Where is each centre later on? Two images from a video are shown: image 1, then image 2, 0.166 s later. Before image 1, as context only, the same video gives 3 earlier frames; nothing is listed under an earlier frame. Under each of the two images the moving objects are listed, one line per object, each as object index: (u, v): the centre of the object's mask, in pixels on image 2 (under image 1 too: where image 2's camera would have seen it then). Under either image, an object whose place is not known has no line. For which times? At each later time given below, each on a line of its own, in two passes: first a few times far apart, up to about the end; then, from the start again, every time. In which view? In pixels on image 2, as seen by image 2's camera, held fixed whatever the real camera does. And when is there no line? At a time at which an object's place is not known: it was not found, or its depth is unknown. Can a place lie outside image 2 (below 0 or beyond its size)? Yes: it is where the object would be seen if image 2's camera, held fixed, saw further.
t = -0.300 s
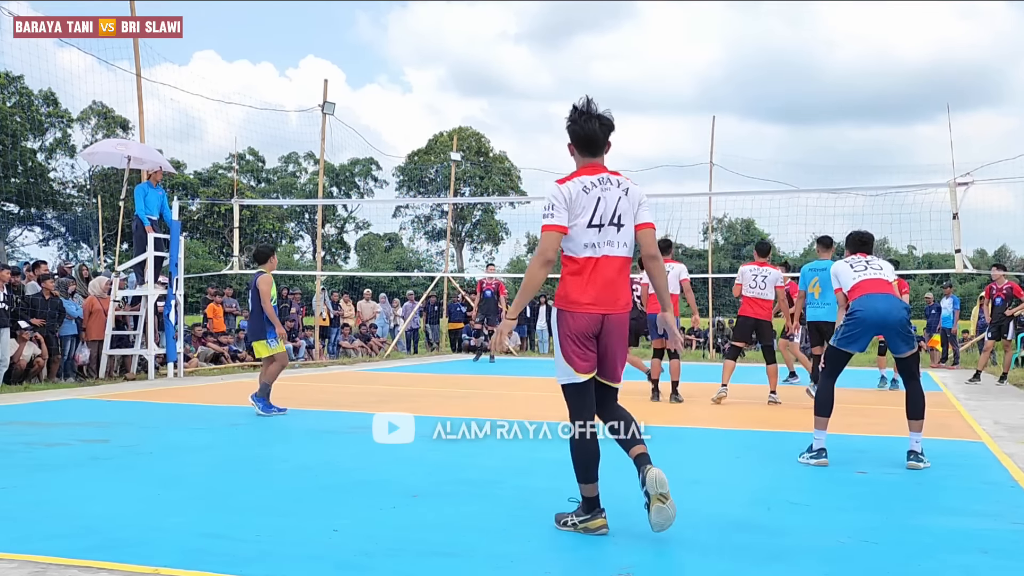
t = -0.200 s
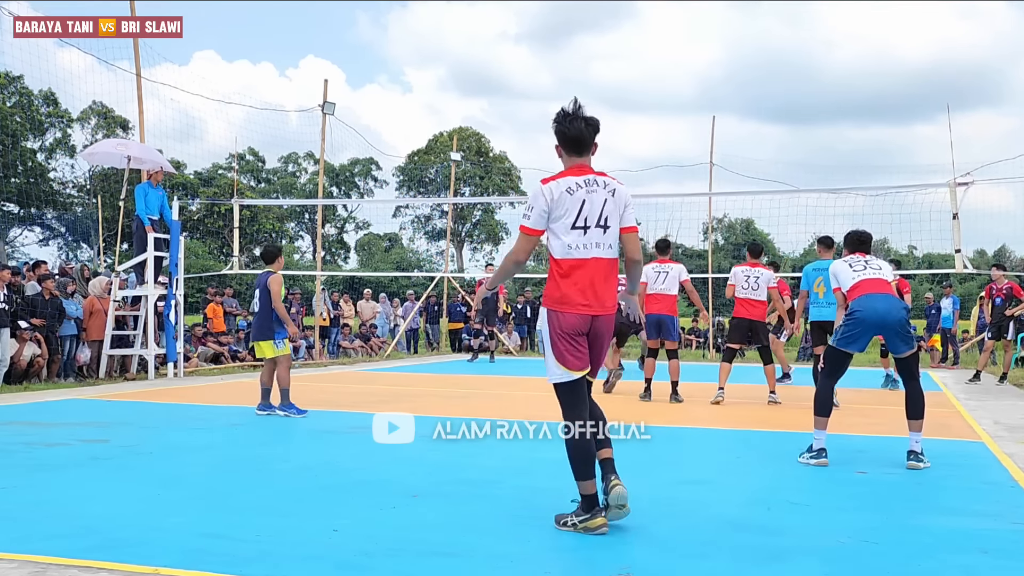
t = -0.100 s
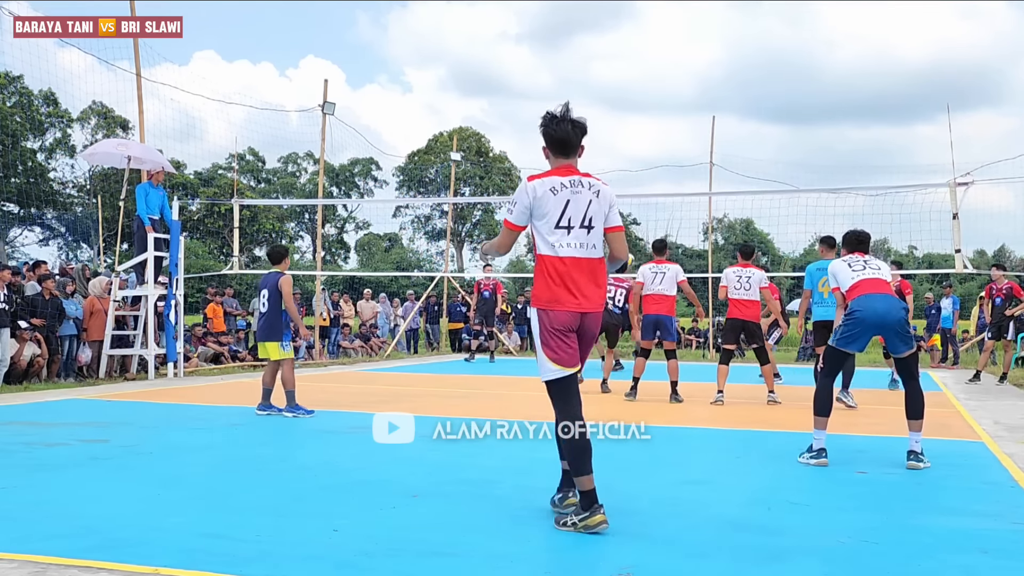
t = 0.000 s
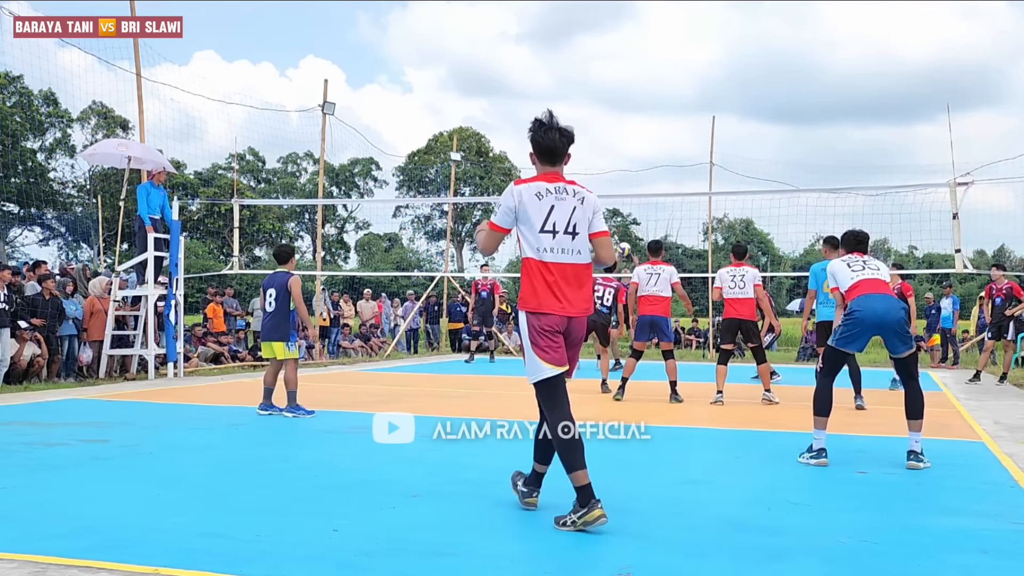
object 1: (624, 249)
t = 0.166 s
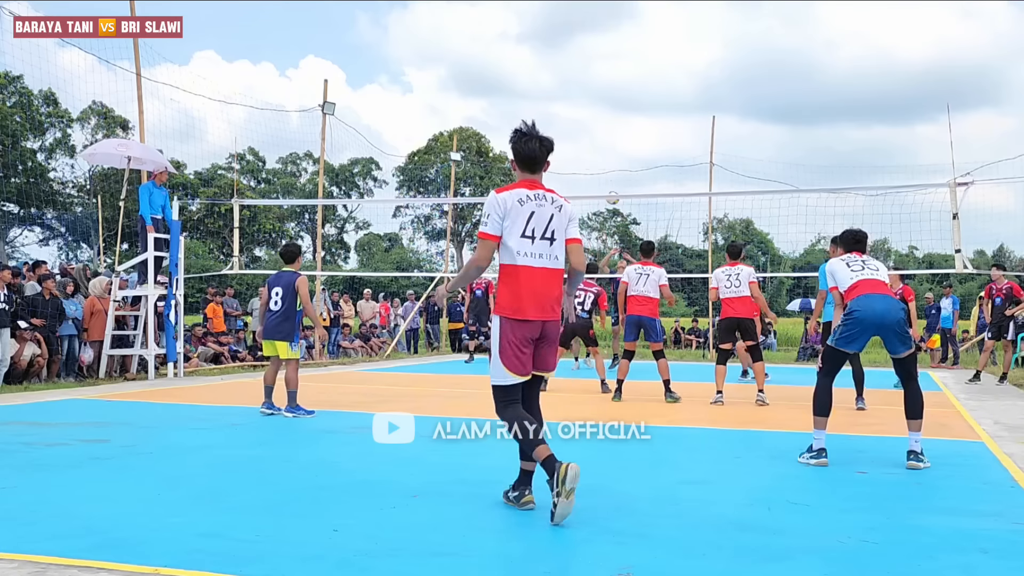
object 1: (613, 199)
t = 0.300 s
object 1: (603, 167)
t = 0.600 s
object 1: (581, 138)
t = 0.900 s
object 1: (560, 171)
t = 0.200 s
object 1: (610, 189)
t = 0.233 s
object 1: (608, 182)
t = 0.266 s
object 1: (606, 174)
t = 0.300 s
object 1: (603, 167)
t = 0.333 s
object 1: (601, 161)
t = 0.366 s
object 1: (599, 156)
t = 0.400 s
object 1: (597, 152)
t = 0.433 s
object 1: (594, 148)
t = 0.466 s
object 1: (592, 144)
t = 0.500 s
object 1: (589, 142)
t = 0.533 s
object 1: (586, 140)
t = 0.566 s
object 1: (584, 138)
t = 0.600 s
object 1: (581, 138)
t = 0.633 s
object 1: (579, 138)
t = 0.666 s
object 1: (576, 140)
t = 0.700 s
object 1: (574, 142)
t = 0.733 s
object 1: (572, 145)
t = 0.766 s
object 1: (569, 149)
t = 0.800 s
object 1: (567, 153)
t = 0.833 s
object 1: (564, 158)
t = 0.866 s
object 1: (562, 164)
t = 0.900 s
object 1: (560, 171)
